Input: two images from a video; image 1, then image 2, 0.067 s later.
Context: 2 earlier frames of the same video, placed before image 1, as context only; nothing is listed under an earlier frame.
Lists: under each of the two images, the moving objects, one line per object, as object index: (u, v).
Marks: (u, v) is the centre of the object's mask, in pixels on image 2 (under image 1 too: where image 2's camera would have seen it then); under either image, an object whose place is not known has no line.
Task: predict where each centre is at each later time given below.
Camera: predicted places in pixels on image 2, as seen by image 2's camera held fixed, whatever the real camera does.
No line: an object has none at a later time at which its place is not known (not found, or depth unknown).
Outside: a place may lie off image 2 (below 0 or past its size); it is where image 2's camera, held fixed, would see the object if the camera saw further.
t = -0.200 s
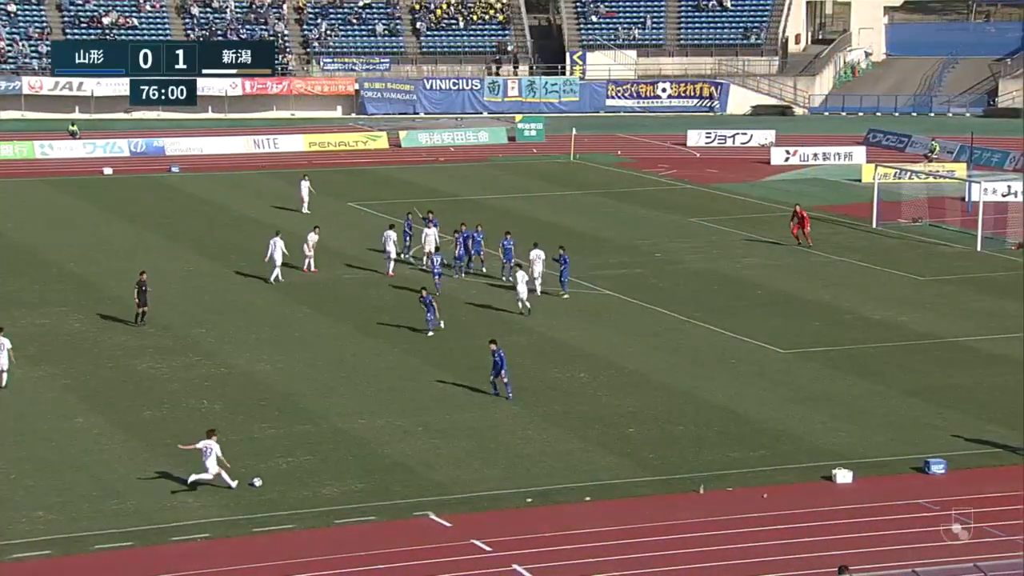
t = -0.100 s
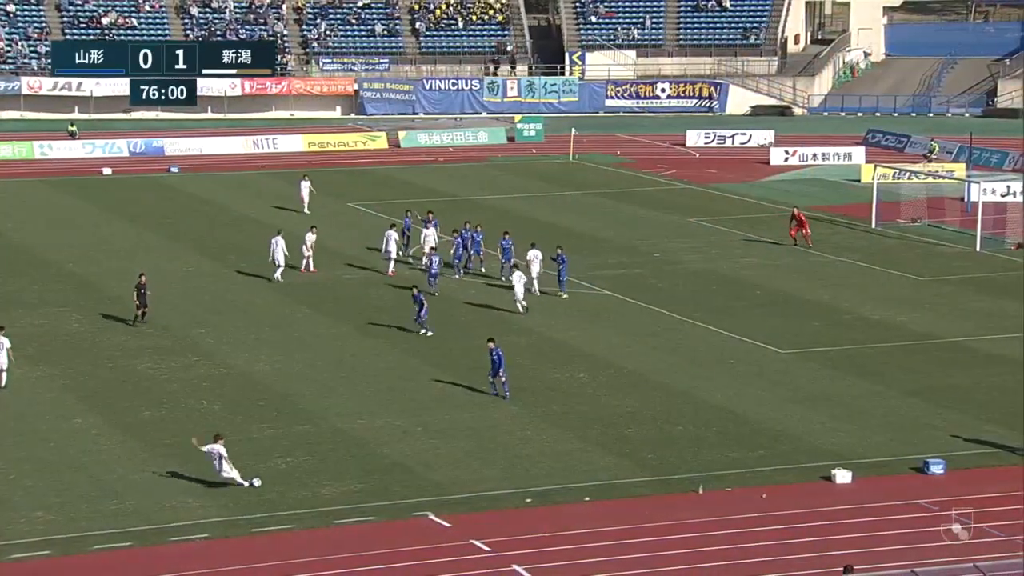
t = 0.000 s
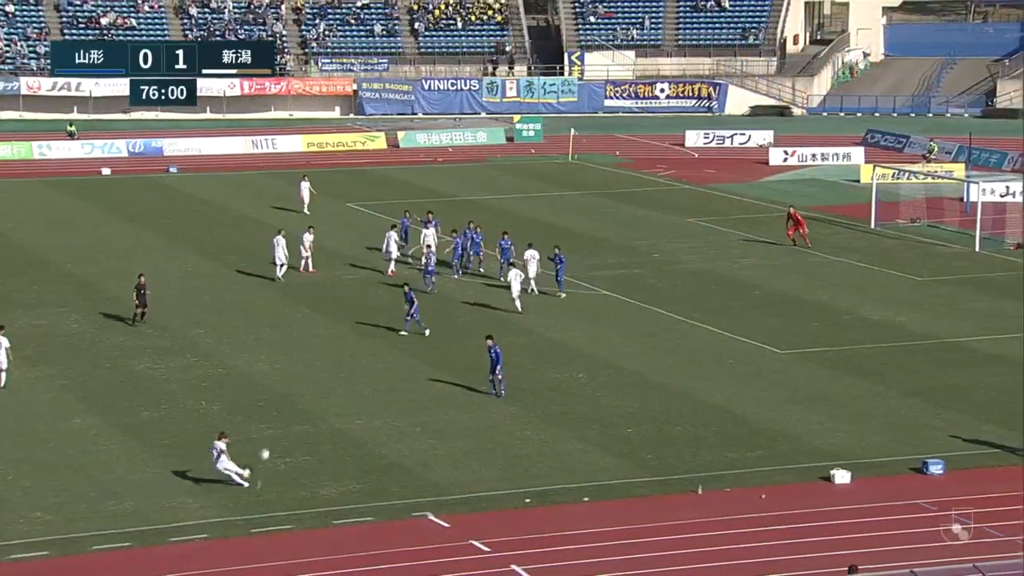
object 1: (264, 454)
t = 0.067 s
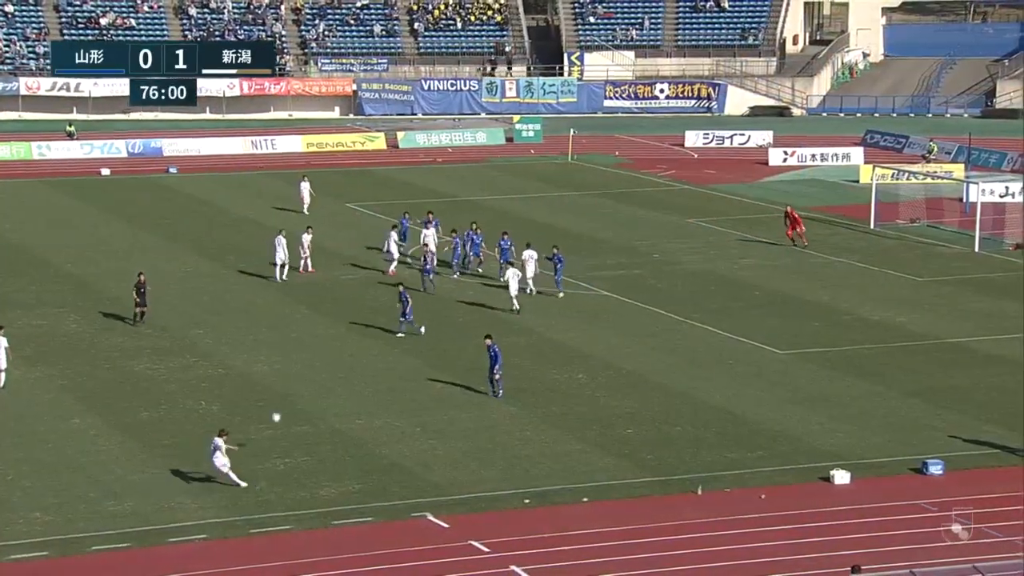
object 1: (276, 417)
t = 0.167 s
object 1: (291, 366)
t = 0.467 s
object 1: (323, 246)
